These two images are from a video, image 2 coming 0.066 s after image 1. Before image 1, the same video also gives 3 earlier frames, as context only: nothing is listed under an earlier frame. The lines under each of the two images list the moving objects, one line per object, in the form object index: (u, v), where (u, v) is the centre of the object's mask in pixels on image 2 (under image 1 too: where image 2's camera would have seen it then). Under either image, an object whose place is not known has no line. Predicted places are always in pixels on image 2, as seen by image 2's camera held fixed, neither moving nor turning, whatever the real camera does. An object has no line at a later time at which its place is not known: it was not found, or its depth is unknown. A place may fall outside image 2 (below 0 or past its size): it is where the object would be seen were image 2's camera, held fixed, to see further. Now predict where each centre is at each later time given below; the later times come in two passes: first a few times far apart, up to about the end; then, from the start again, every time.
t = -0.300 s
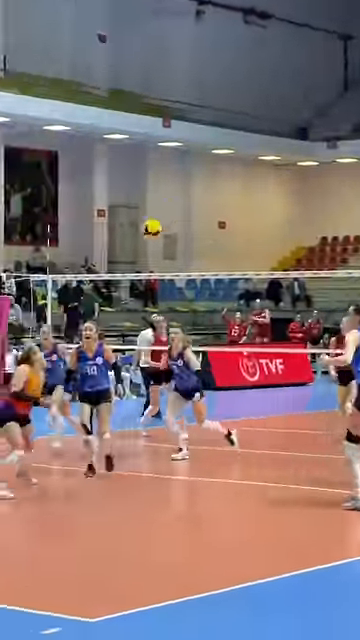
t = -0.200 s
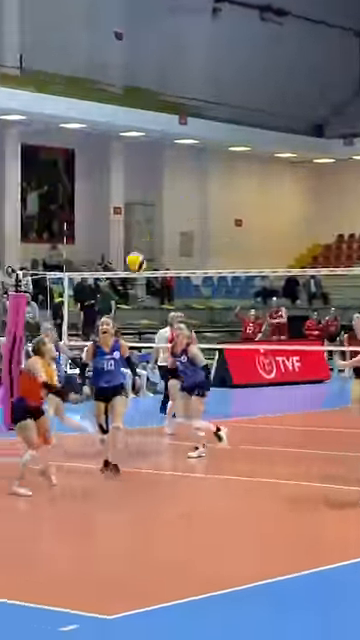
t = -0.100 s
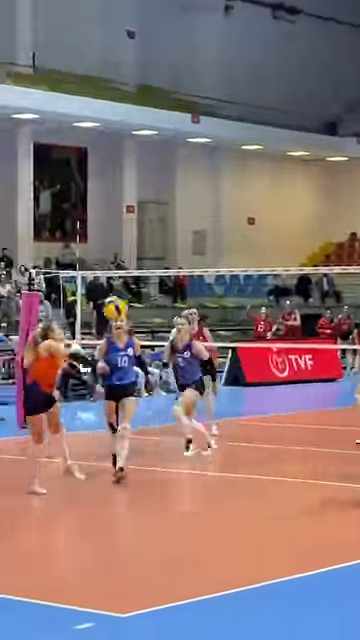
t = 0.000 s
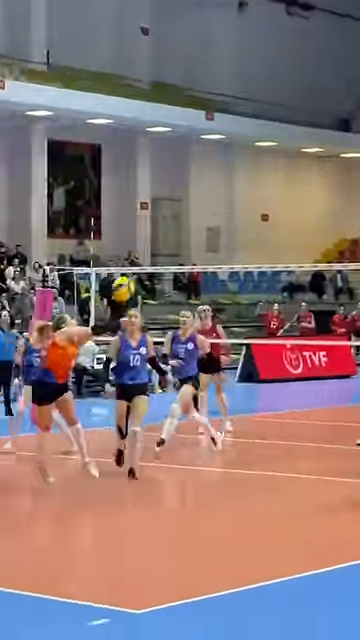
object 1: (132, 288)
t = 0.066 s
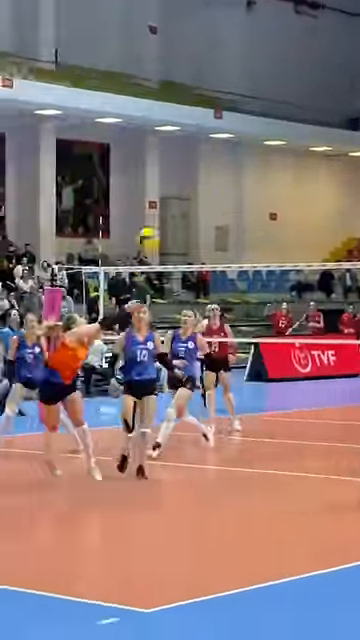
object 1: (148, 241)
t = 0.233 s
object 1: (185, 146)
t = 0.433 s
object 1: (223, 85)
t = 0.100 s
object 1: (154, 217)
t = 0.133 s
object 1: (163, 199)
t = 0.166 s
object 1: (170, 180)
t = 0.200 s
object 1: (177, 163)
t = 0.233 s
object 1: (185, 146)
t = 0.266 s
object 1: (193, 133)
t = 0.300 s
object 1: (196, 122)
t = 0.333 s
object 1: (204, 110)
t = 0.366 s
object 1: (209, 99)
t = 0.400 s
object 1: (216, 93)
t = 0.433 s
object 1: (223, 85)
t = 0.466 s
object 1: (229, 78)
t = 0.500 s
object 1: (235, 73)
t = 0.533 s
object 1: (241, 69)
